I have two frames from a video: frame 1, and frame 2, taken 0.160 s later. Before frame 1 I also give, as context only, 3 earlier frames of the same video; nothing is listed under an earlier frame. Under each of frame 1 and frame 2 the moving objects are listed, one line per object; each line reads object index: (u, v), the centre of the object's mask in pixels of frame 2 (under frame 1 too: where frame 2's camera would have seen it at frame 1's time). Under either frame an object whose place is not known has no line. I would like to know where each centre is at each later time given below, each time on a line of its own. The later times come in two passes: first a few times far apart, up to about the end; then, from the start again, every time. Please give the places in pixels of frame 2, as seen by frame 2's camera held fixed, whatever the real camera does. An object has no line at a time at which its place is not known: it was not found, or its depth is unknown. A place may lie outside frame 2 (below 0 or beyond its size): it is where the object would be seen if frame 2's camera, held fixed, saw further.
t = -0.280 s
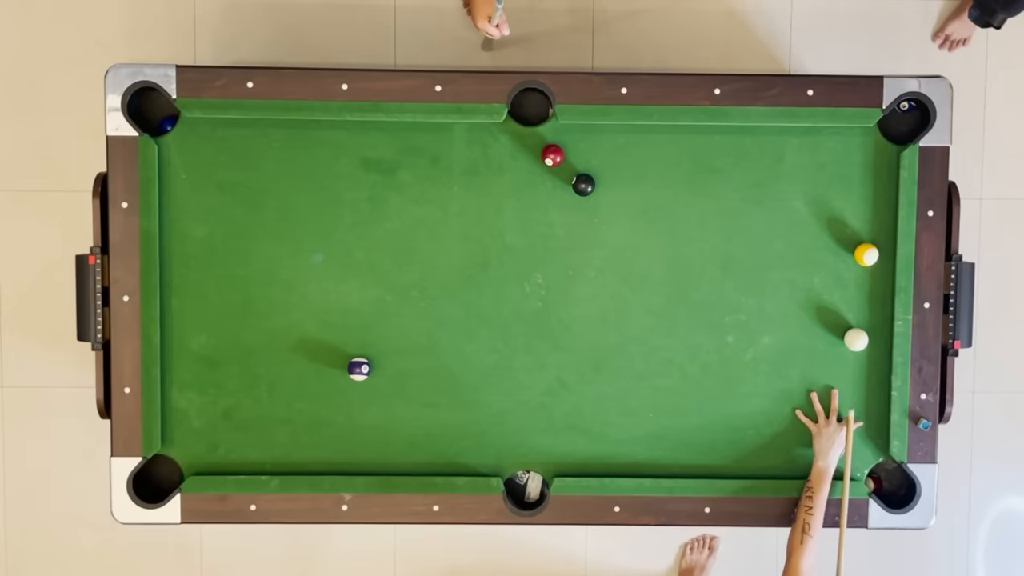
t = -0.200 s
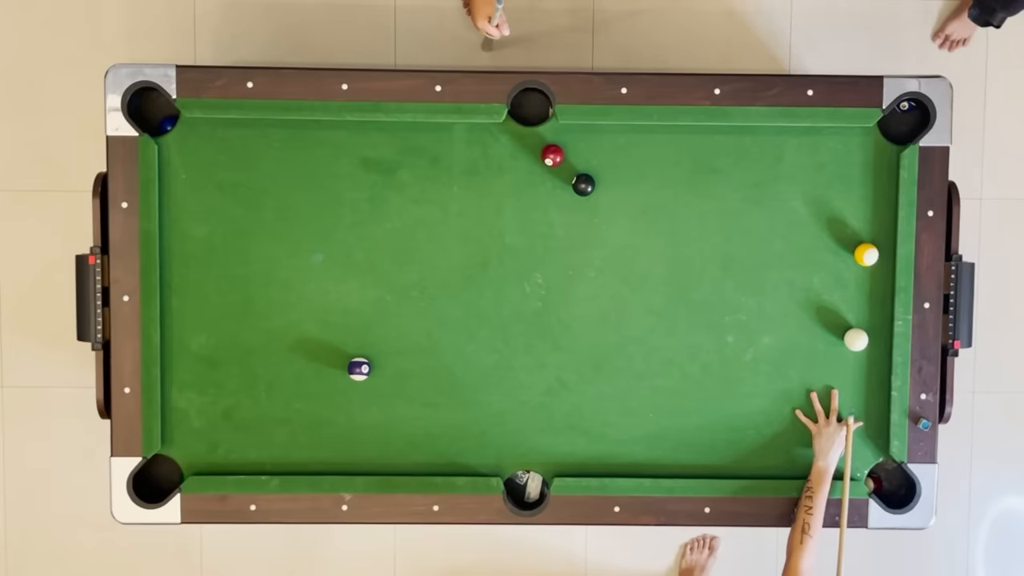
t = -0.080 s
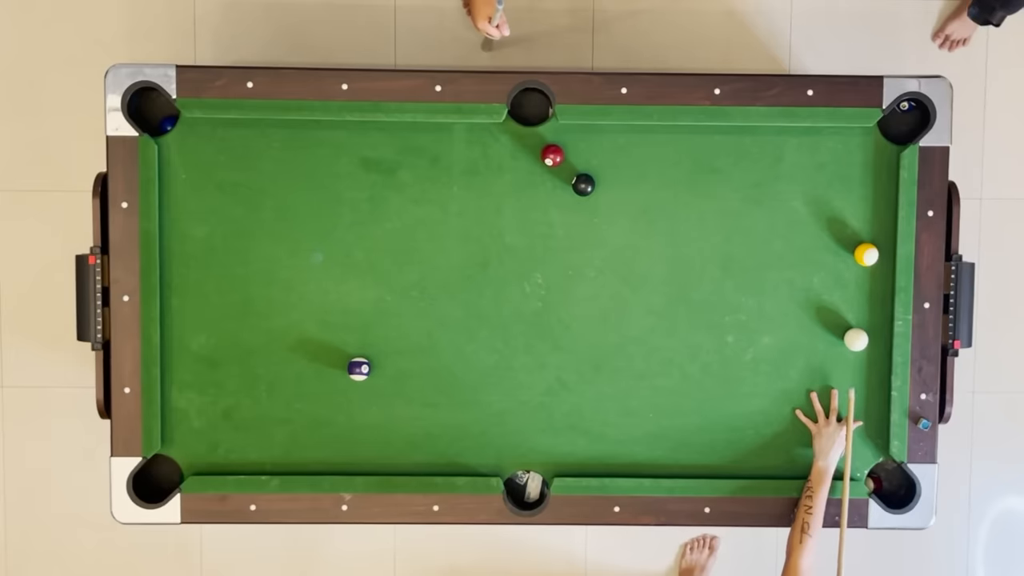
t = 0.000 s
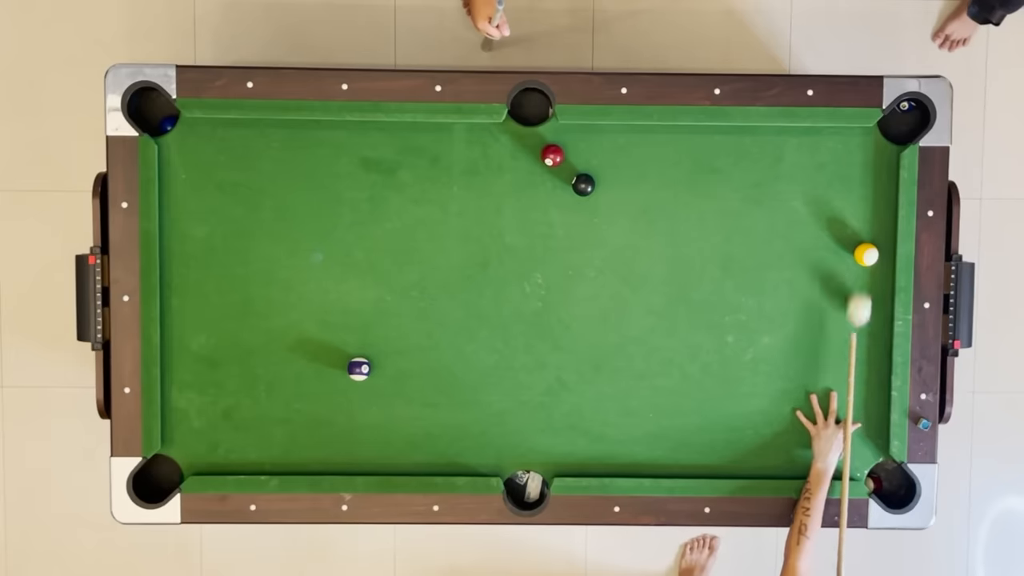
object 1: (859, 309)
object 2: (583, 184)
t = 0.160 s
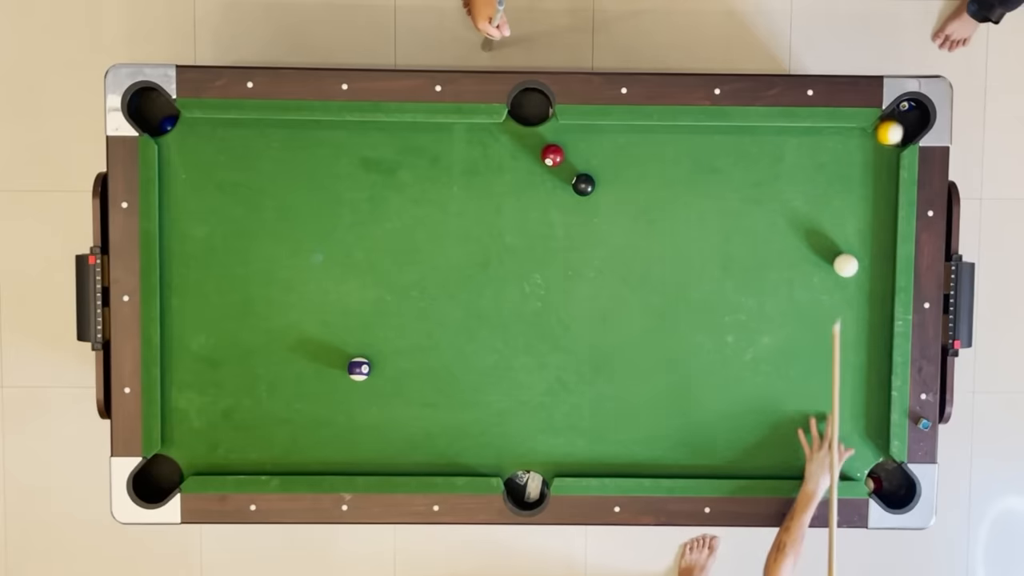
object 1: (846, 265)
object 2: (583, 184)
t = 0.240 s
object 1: (838, 258)
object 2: (583, 184)
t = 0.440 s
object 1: (818, 240)
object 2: (583, 184)
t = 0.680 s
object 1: (794, 219)
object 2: (583, 184)
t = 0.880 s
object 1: (774, 202)
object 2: (583, 184)
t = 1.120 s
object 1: (752, 181)
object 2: (583, 184)
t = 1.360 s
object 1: (729, 161)
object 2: (583, 184)
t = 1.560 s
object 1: (711, 144)
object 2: (583, 184)
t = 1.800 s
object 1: (686, 144)
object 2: (583, 184)
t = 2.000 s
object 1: (656, 160)
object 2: (583, 184)
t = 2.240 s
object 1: (621, 178)
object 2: (583, 184)
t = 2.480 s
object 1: (603, 193)
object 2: (574, 184)
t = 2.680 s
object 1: (598, 203)
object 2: (559, 184)
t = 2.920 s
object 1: (592, 214)
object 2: (544, 183)
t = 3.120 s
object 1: (588, 220)
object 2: (535, 182)
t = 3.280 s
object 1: (586, 224)
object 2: (529, 181)
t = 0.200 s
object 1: (842, 262)
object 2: (583, 184)
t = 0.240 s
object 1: (838, 258)
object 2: (583, 184)
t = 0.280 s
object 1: (834, 254)
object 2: (583, 184)
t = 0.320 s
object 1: (830, 250)
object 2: (583, 184)
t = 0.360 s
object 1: (826, 247)
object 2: (583, 184)
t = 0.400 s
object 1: (822, 243)
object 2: (583, 184)
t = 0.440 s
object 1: (818, 240)
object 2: (583, 184)
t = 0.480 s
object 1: (814, 236)
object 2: (583, 184)
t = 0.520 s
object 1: (810, 233)
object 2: (583, 184)
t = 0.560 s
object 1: (806, 229)
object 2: (583, 184)
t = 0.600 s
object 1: (802, 226)
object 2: (583, 184)
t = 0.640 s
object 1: (798, 222)
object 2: (583, 184)
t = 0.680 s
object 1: (794, 219)
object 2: (583, 184)
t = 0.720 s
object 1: (790, 215)
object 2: (583, 184)
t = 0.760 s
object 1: (786, 212)
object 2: (583, 184)
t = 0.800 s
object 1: (782, 208)
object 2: (583, 184)
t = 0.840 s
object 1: (778, 205)
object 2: (583, 184)
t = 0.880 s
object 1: (774, 202)
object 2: (583, 184)
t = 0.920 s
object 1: (771, 198)
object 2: (583, 184)
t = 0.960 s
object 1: (767, 195)
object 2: (583, 184)
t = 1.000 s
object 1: (763, 191)
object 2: (583, 184)
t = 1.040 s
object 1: (759, 188)
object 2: (583, 184)
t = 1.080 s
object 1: (755, 184)
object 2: (583, 184)
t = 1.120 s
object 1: (752, 181)
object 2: (583, 184)
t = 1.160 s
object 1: (748, 178)
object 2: (583, 184)
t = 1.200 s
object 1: (744, 174)
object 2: (583, 184)
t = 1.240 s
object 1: (740, 171)
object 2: (583, 184)
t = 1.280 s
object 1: (737, 168)
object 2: (583, 184)
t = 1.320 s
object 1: (733, 164)
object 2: (583, 184)
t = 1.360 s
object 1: (729, 161)
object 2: (583, 184)
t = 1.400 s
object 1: (726, 158)
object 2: (583, 184)
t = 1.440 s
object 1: (722, 154)
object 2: (583, 184)
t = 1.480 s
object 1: (718, 151)
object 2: (583, 184)
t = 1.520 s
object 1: (715, 148)
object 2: (583, 184)
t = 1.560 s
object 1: (711, 144)
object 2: (583, 184)
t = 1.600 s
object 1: (708, 141)
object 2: (583, 184)
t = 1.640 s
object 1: (704, 138)
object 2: (583, 184)
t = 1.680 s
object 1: (701, 136)
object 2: (583, 184)
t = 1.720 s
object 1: (696, 138)
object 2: (583, 184)
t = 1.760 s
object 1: (691, 141)
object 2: (583, 184)
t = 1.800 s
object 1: (686, 144)
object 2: (583, 184)
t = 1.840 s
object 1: (678, 148)
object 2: (583, 184)
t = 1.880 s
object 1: (673, 151)
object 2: (583, 184)
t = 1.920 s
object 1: (666, 155)
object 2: (583, 184)
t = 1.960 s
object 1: (661, 157)
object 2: (583, 184)
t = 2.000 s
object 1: (656, 160)
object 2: (583, 184)
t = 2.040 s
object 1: (649, 164)
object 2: (583, 184)
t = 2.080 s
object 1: (644, 166)
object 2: (583, 184)
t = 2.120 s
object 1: (637, 170)
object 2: (583, 184)
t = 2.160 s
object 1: (633, 172)
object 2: (583, 184)
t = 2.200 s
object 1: (628, 174)
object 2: (583, 184)
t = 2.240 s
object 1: (621, 178)
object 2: (583, 184)
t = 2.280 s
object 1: (617, 180)
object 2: (583, 184)
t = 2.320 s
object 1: (610, 183)
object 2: (583, 184)
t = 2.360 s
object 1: (607, 186)
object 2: (583, 184)
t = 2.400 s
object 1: (606, 188)
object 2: (580, 184)
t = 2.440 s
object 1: (604, 191)
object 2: (577, 184)
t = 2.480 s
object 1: (603, 193)
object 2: (574, 184)
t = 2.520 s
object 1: (602, 195)
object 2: (570, 184)
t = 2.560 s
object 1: (601, 197)
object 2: (567, 184)
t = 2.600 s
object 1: (600, 199)
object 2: (565, 184)
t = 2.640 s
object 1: (599, 201)
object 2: (562, 184)
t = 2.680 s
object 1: (598, 203)
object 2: (559, 184)
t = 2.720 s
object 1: (597, 205)
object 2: (556, 184)
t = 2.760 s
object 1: (596, 207)
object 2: (554, 184)
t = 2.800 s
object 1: (595, 208)
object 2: (552, 184)
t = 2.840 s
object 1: (594, 211)
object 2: (548, 184)
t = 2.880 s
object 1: (593, 212)
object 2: (547, 184)
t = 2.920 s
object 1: (592, 214)
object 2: (544, 183)
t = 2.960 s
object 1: (591, 215)
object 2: (542, 183)
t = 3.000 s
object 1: (591, 216)
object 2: (541, 183)
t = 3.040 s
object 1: (590, 218)
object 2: (538, 183)
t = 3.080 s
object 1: (589, 219)
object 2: (537, 182)
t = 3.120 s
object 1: (588, 220)
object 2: (535, 182)
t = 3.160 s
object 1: (588, 221)
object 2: (533, 182)
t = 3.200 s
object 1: (587, 222)
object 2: (532, 182)
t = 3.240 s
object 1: (586, 223)
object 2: (530, 181)
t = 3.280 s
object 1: (586, 224)
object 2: (529, 181)
